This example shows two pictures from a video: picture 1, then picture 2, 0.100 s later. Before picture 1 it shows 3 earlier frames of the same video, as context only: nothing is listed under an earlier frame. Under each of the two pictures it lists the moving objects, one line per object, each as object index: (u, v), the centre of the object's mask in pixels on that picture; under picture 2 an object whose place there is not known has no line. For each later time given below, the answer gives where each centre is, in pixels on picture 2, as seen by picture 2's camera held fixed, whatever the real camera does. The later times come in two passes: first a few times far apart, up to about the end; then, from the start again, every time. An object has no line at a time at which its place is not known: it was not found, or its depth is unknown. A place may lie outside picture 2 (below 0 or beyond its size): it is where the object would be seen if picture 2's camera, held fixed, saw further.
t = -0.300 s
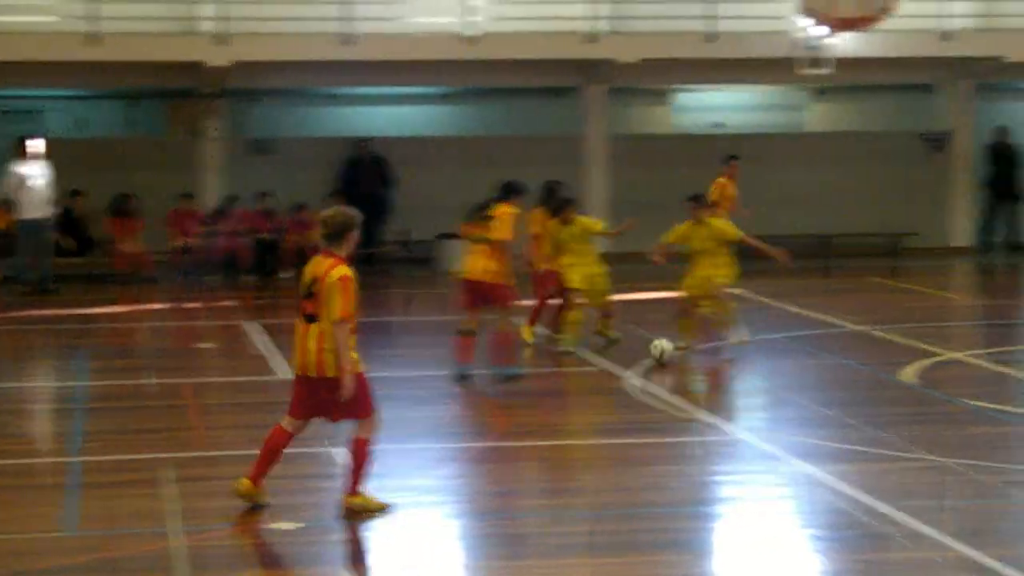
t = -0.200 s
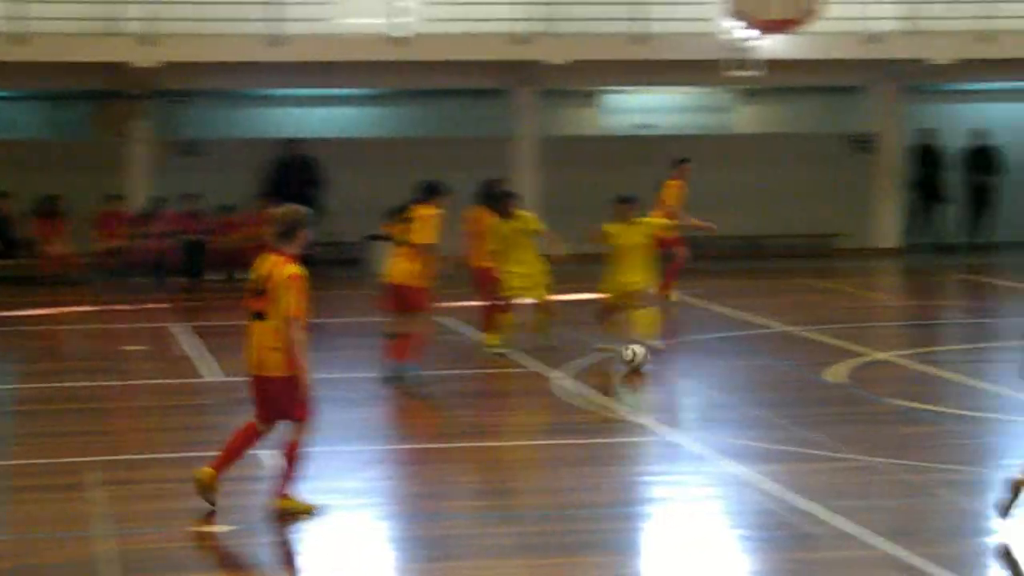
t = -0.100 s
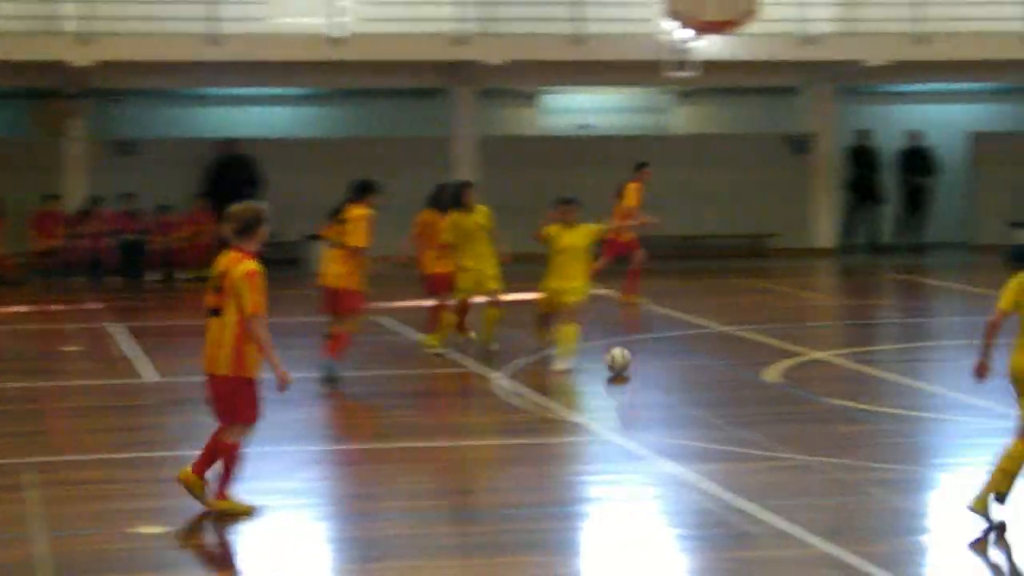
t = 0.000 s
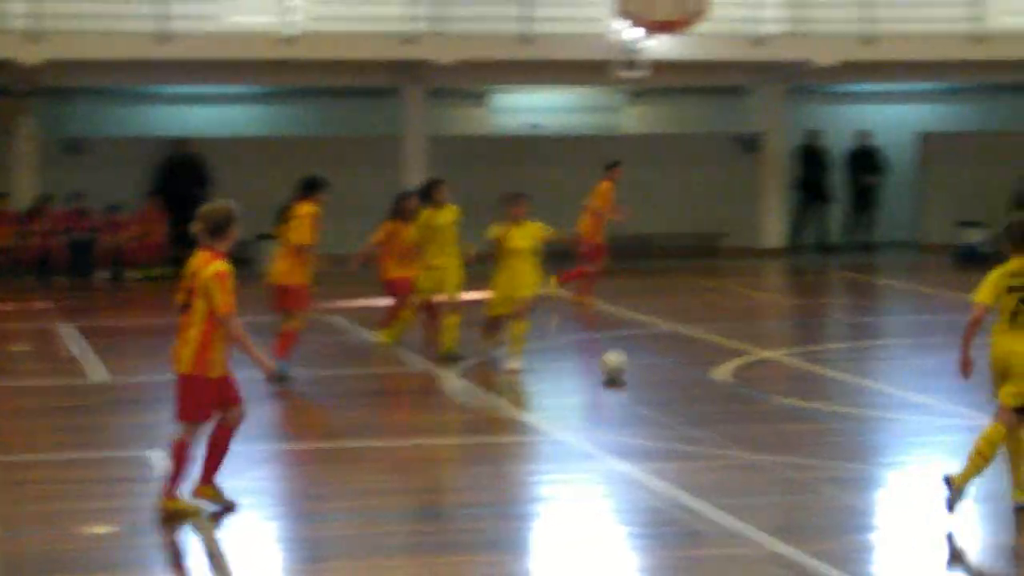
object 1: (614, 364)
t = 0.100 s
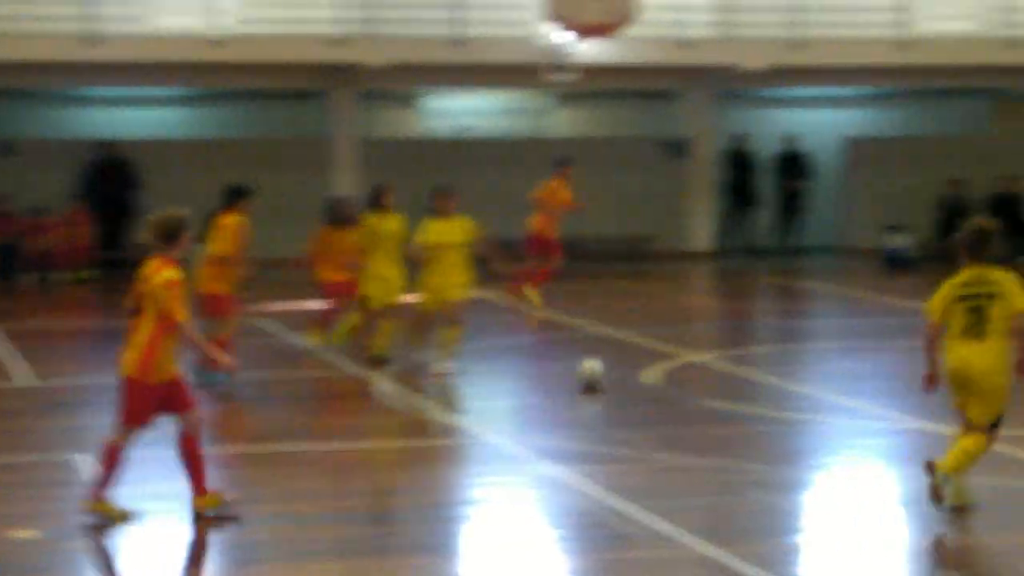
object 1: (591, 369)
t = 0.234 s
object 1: (652, 375)
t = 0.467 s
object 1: (768, 391)
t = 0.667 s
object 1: (874, 402)
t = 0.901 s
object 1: (1008, 416)
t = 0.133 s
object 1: (606, 373)
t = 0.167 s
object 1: (621, 373)
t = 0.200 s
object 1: (637, 374)
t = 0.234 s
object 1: (652, 375)
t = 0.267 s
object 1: (669, 377)
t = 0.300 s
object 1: (685, 380)
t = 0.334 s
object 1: (701, 382)
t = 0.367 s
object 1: (718, 385)
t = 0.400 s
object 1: (735, 387)
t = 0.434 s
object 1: (751, 387)
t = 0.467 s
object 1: (768, 391)
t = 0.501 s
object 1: (786, 392)
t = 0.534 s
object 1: (803, 394)
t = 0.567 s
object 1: (820, 395)
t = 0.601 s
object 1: (838, 398)
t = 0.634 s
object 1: (856, 400)
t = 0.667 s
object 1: (874, 402)
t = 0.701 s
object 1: (894, 403)
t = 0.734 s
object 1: (911, 405)
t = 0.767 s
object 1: (931, 408)
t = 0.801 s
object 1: (950, 411)
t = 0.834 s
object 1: (970, 413)
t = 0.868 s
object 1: (987, 414)
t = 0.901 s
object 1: (1008, 416)
